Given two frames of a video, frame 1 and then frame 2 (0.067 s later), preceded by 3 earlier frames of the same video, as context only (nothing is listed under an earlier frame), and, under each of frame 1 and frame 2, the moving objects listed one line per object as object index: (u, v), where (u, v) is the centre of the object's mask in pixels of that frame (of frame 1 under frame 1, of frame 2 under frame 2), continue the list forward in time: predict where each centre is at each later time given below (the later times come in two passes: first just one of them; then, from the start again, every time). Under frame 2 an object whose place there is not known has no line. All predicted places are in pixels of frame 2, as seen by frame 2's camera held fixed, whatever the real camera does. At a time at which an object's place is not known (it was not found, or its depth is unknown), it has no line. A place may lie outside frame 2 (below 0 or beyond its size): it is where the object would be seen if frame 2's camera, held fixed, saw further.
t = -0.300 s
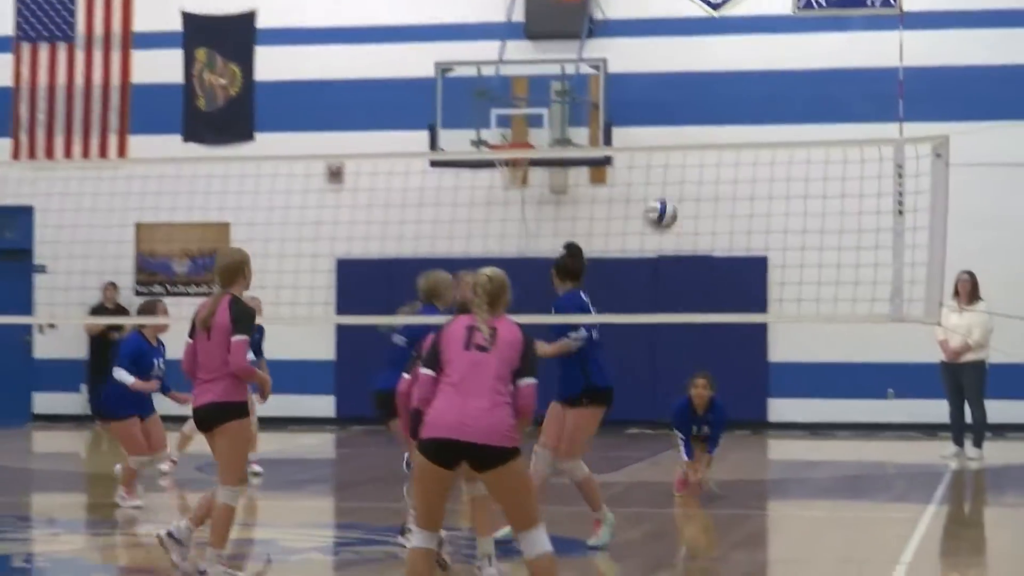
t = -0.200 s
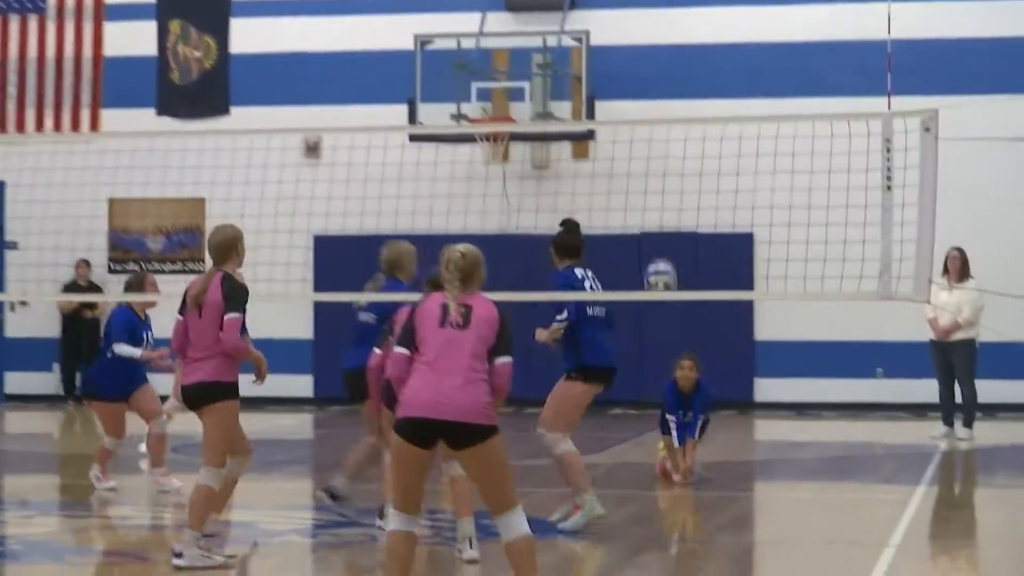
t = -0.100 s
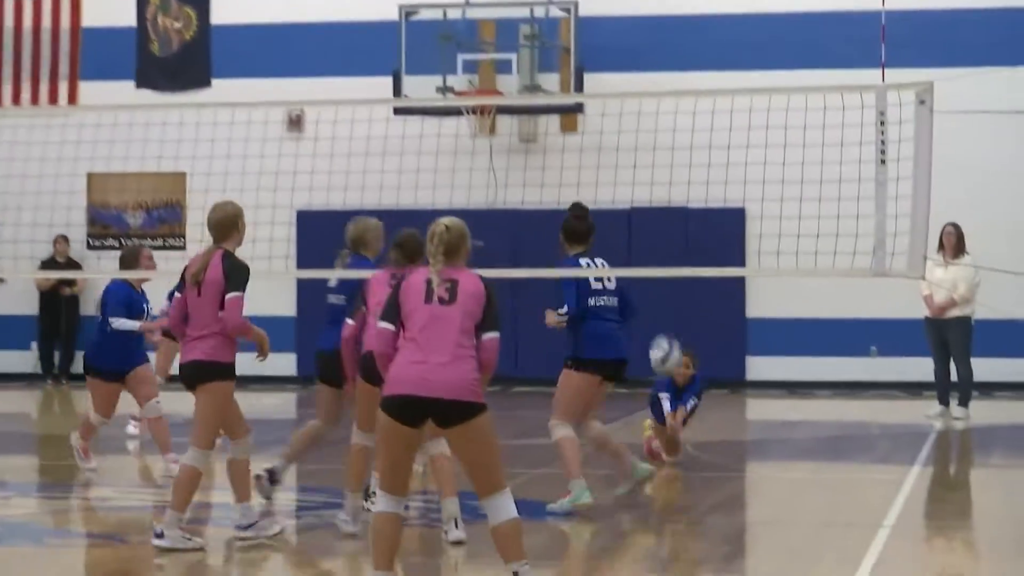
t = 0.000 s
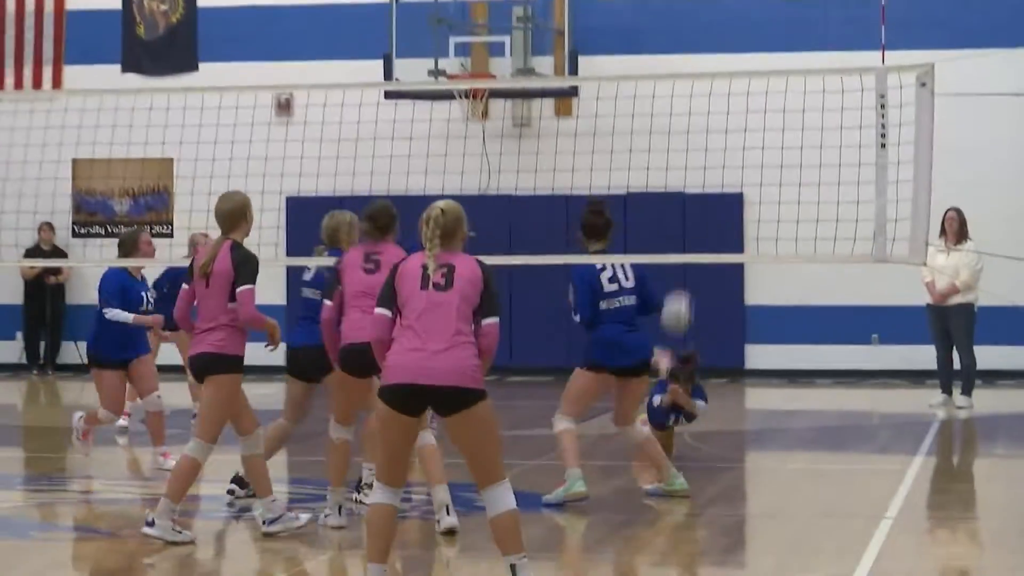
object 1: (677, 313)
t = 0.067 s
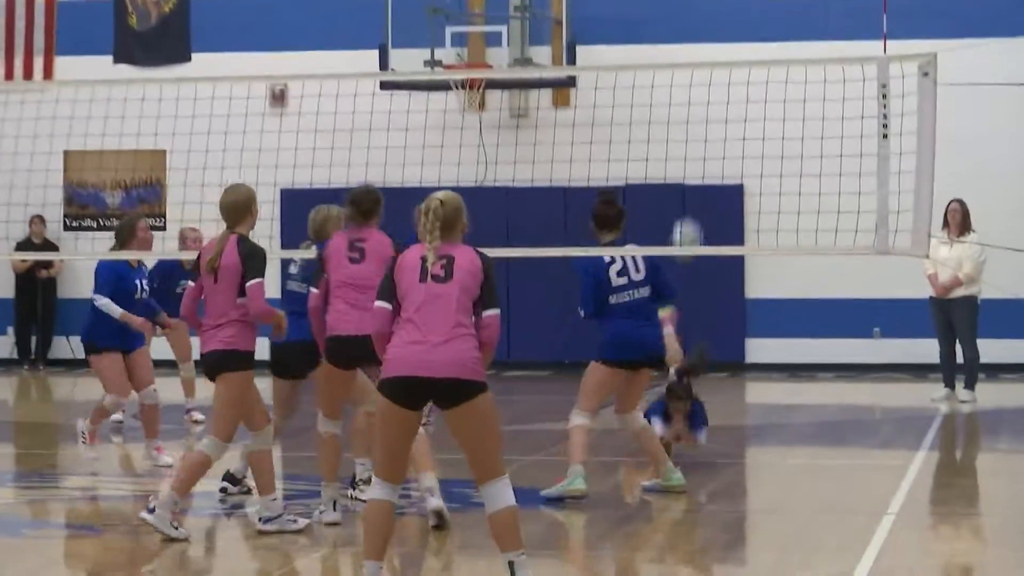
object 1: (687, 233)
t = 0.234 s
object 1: (711, 109)
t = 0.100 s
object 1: (691, 209)
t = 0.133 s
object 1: (695, 188)
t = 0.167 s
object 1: (701, 157)
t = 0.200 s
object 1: (706, 131)
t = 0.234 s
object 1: (711, 109)
